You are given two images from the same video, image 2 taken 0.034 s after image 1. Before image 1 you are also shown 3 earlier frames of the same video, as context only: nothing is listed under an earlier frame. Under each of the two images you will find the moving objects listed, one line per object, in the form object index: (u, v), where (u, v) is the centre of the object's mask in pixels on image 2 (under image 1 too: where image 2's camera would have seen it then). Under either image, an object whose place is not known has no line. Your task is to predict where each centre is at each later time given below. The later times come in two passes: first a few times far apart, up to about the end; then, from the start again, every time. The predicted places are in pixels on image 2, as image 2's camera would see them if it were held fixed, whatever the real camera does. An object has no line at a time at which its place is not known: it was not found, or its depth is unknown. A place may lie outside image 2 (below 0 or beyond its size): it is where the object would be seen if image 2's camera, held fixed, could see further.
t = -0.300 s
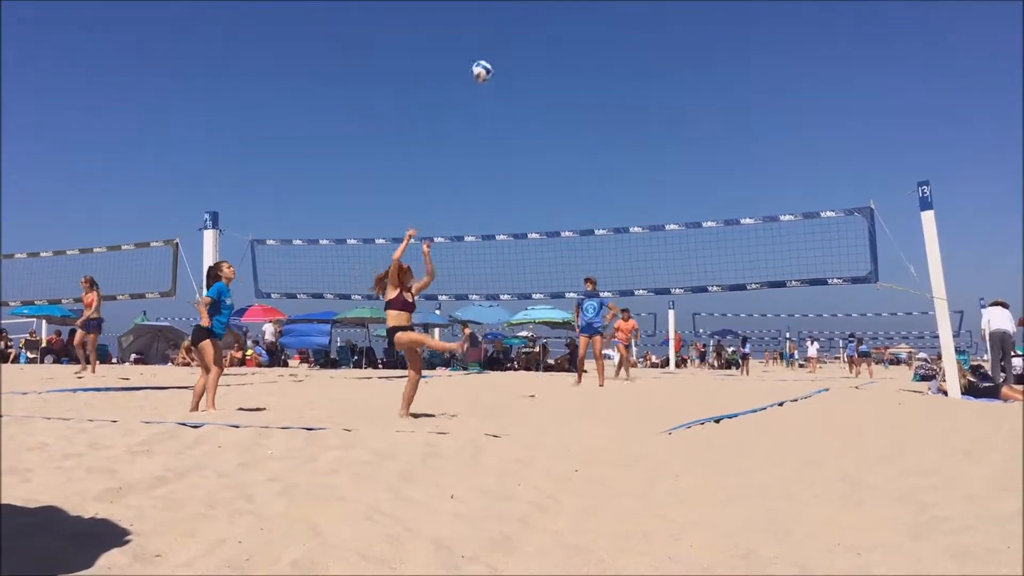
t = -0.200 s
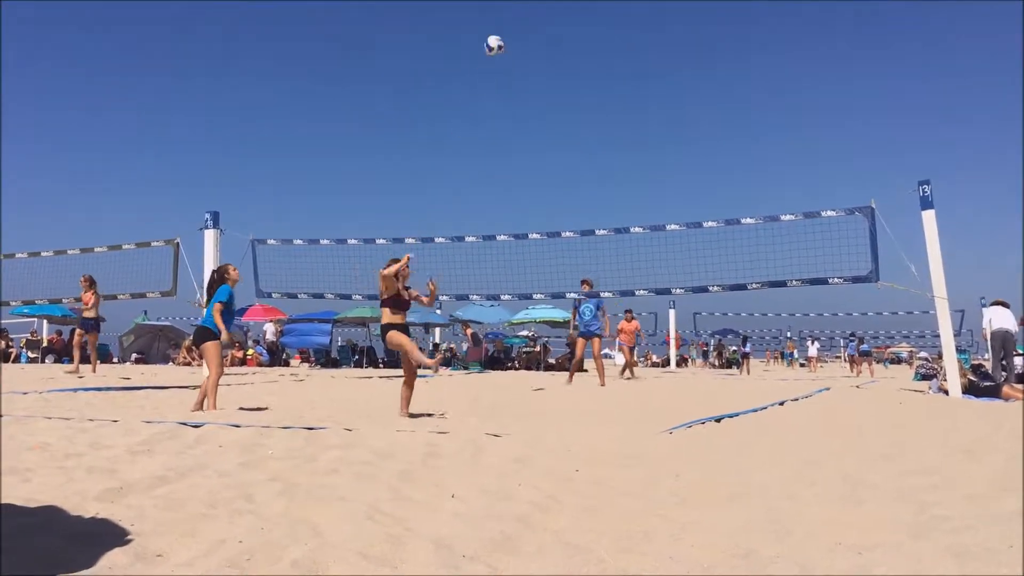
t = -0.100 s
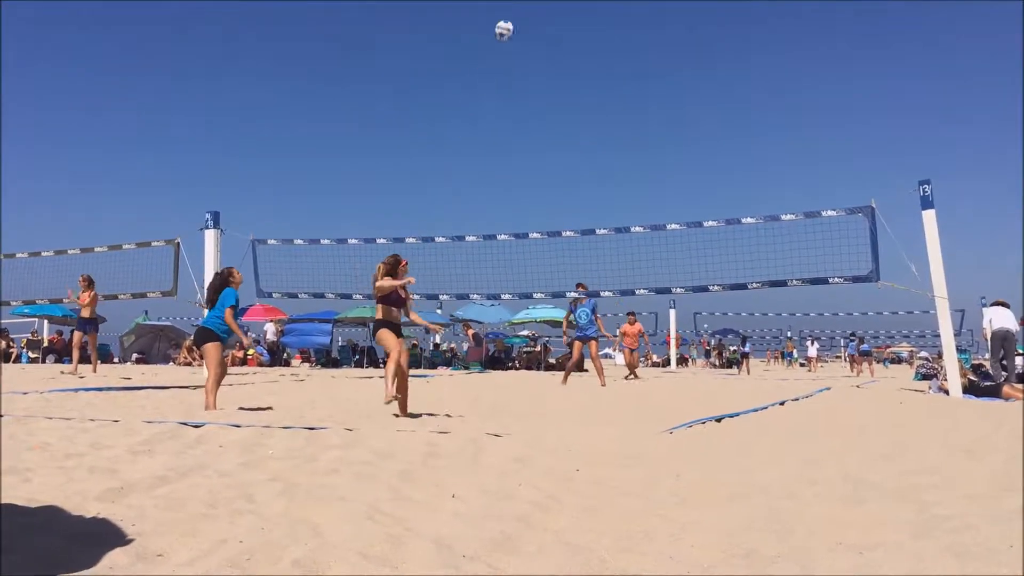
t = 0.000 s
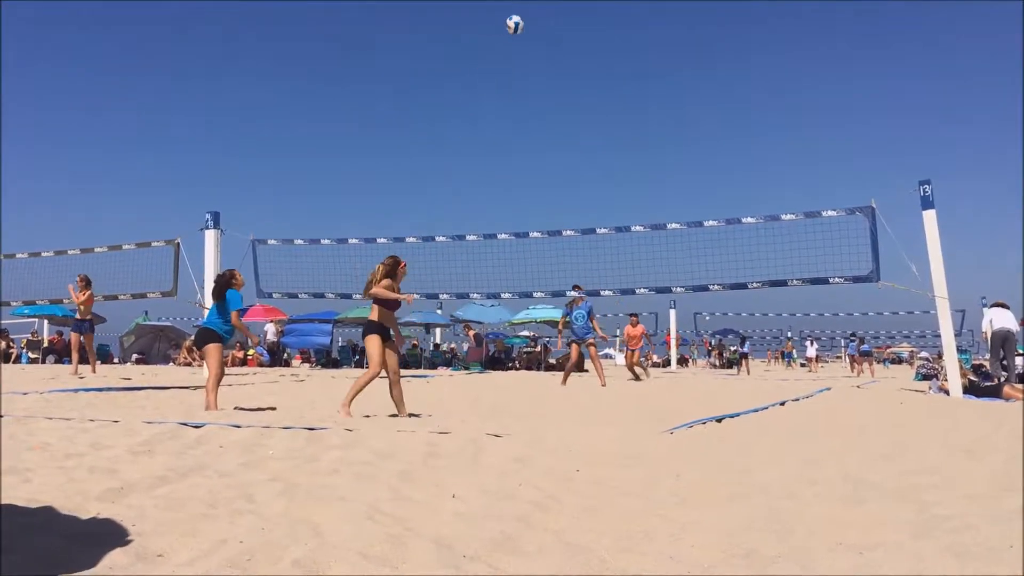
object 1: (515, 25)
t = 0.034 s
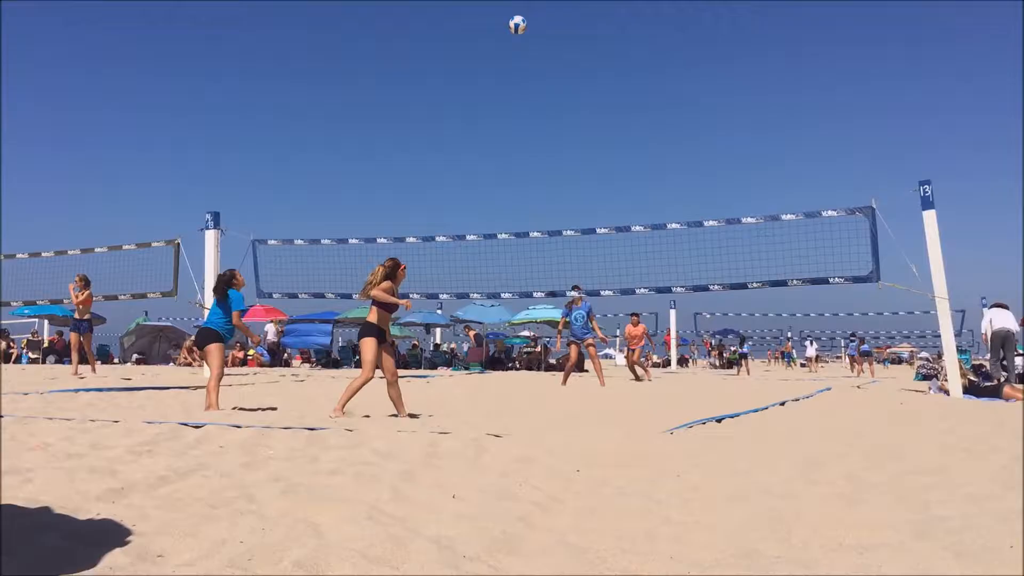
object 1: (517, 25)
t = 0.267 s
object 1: (536, 48)
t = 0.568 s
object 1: (559, 125)
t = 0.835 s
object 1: (577, 227)
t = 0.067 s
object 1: (520, 26)
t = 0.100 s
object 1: (522, 27)
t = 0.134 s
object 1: (525, 30)
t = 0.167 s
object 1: (529, 34)
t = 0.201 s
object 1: (532, 38)
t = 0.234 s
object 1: (534, 42)
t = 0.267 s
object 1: (536, 48)
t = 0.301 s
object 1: (539, 54)
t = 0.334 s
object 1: (542, 60)
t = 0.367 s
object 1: (545, 68)
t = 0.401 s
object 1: (547, 76)
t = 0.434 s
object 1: (549, 85)
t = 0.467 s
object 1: (552, 94)
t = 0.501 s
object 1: (555, 104)
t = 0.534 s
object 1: (558, 114)
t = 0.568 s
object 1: (559, 125)
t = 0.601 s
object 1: (561, 137)
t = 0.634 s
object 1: (564, 149)
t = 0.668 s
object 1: (566, 161)
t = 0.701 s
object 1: (568, 174)
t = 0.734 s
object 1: (570, 187)
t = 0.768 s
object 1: (573, 199)
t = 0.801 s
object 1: (574, 213)
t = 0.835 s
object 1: (577, 227)
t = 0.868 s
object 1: (579, 243)
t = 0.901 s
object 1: (582, 259)
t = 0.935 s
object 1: (584, 275)
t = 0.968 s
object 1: (586, 288)
